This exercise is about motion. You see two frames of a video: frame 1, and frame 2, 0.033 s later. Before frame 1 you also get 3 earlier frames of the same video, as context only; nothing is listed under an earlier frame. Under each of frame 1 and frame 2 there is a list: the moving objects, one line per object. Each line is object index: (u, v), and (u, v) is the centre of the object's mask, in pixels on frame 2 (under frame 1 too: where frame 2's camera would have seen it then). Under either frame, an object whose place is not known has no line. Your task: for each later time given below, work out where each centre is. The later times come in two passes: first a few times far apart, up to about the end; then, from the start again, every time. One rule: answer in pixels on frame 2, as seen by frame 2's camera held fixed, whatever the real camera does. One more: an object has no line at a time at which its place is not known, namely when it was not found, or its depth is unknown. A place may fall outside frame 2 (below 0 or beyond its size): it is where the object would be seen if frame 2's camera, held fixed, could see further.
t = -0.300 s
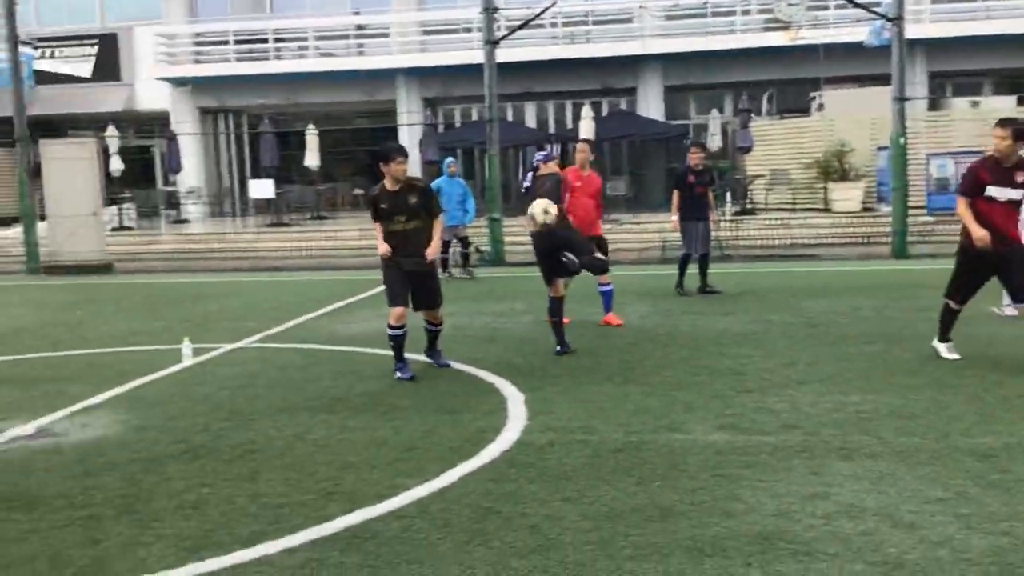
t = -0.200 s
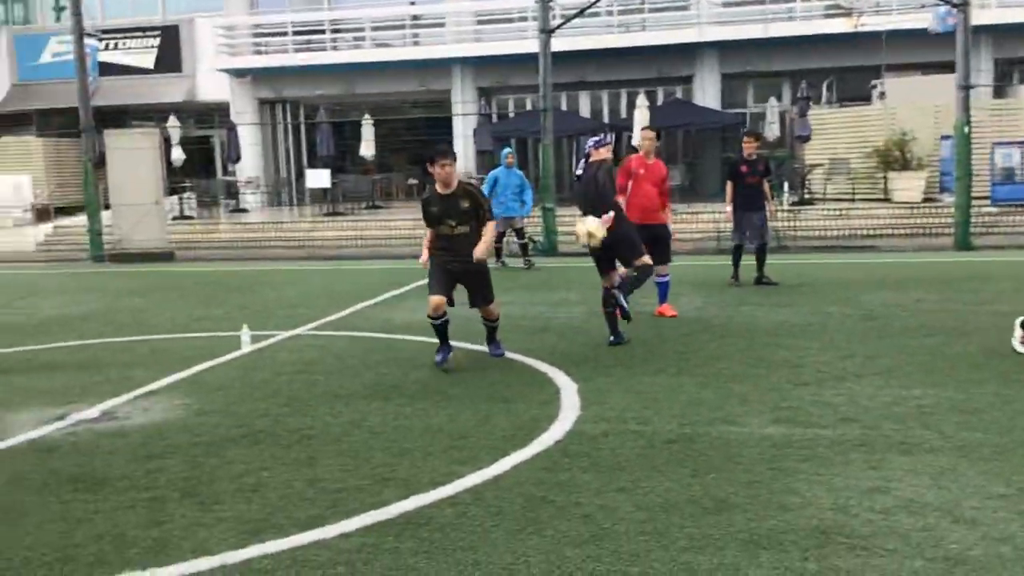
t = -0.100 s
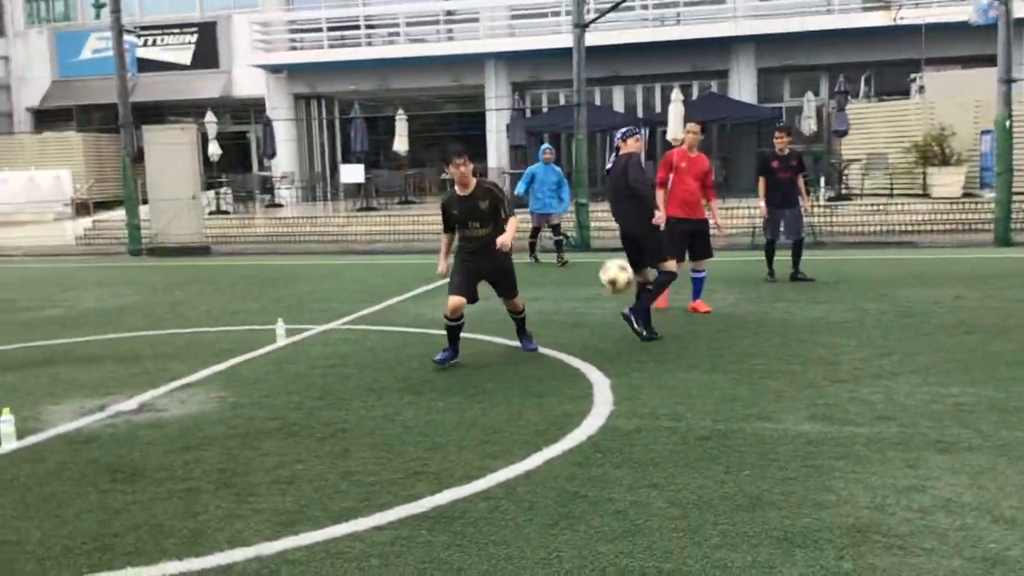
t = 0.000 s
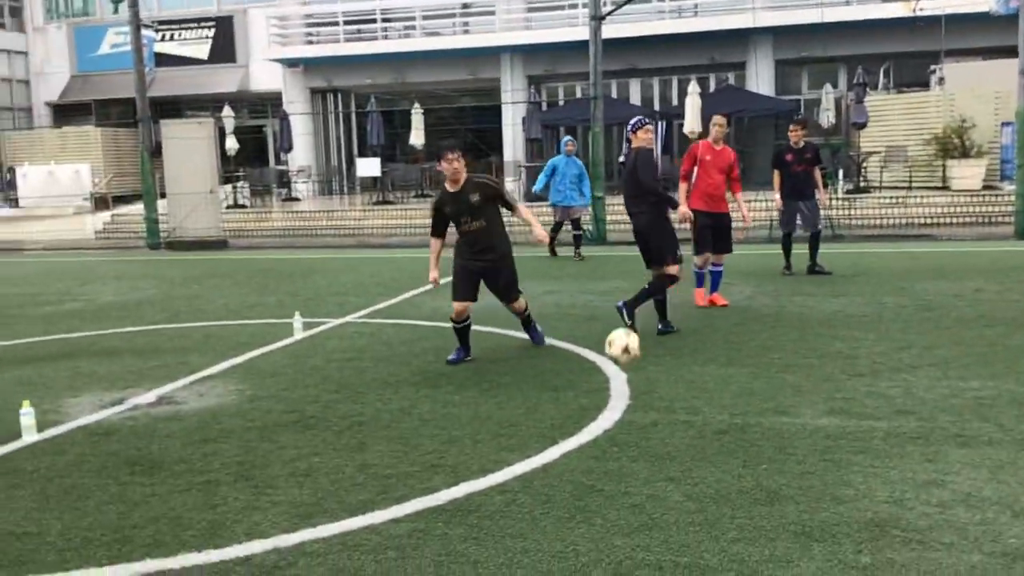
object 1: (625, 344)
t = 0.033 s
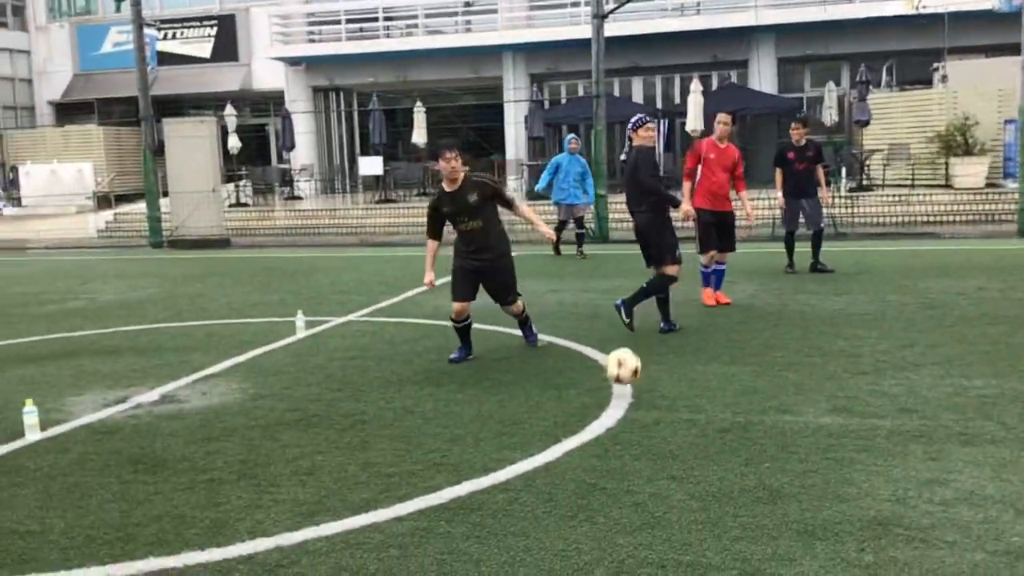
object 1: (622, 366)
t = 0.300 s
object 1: (609, 368)
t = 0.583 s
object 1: (592, 456)
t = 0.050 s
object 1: (621, 383)
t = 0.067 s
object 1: (620, 385)
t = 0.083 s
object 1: (620, 381)
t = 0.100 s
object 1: (619, 378)
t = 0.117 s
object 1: (618, 374)
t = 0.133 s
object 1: (617, 371)
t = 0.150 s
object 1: (616, 368)
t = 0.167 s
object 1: (615, 367)
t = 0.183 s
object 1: (615, 366)
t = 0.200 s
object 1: (614, 364)
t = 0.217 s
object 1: (613, 363)
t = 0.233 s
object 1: (613, 364)
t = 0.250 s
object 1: (612, 364)
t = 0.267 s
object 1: (611, 365)
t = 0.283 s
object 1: (610, 367)
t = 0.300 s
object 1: (609, 368)
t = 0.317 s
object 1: (608, 372)
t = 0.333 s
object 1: (607, 375)
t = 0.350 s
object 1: (607, 379)
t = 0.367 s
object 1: (606, 383)
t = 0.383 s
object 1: (606, 387)
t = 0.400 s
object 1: (603, 395)
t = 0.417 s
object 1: (606, 400)
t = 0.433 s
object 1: (602, 409)
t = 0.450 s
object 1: (600, 417)
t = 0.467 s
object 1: (599, 430)
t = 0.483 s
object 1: (599, 434)
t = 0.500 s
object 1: (597, 446)
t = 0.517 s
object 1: (597, 453)
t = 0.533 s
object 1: (596, 453)
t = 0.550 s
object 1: (593, 453)
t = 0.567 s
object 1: (592, 454)
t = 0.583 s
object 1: (592, 456)
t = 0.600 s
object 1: (589, 457)
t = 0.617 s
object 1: (589, 460)
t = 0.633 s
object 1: (587, 464)
